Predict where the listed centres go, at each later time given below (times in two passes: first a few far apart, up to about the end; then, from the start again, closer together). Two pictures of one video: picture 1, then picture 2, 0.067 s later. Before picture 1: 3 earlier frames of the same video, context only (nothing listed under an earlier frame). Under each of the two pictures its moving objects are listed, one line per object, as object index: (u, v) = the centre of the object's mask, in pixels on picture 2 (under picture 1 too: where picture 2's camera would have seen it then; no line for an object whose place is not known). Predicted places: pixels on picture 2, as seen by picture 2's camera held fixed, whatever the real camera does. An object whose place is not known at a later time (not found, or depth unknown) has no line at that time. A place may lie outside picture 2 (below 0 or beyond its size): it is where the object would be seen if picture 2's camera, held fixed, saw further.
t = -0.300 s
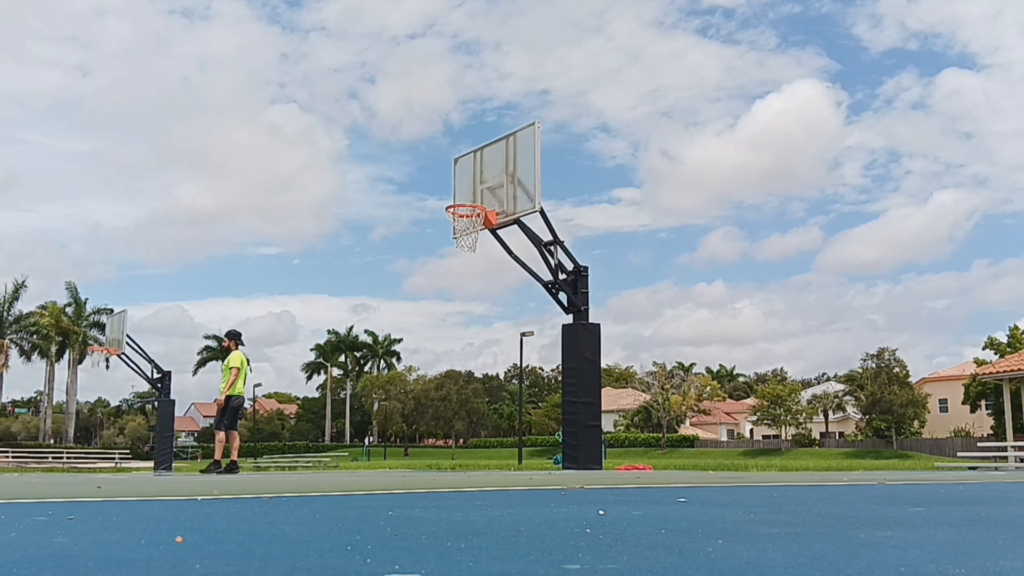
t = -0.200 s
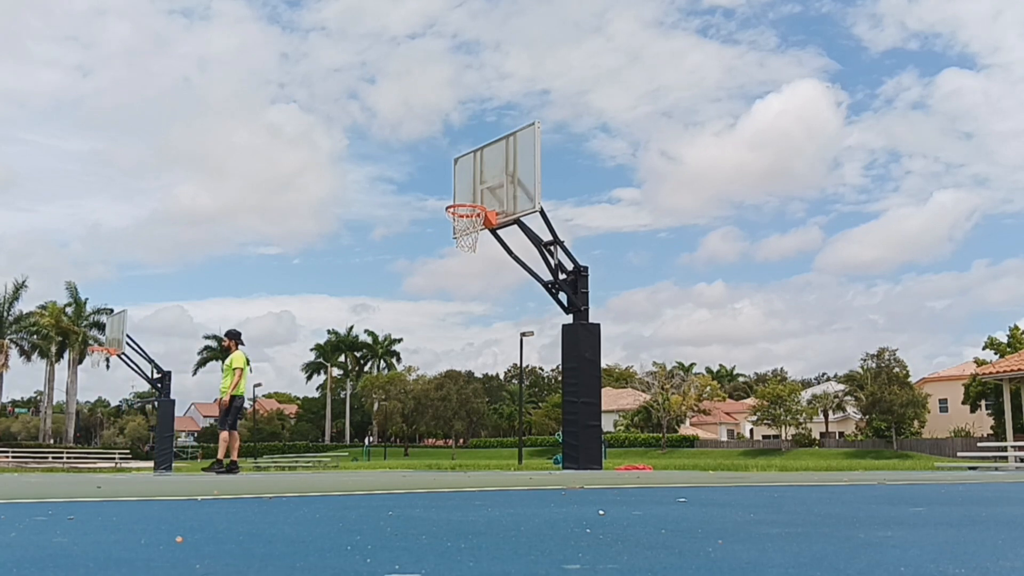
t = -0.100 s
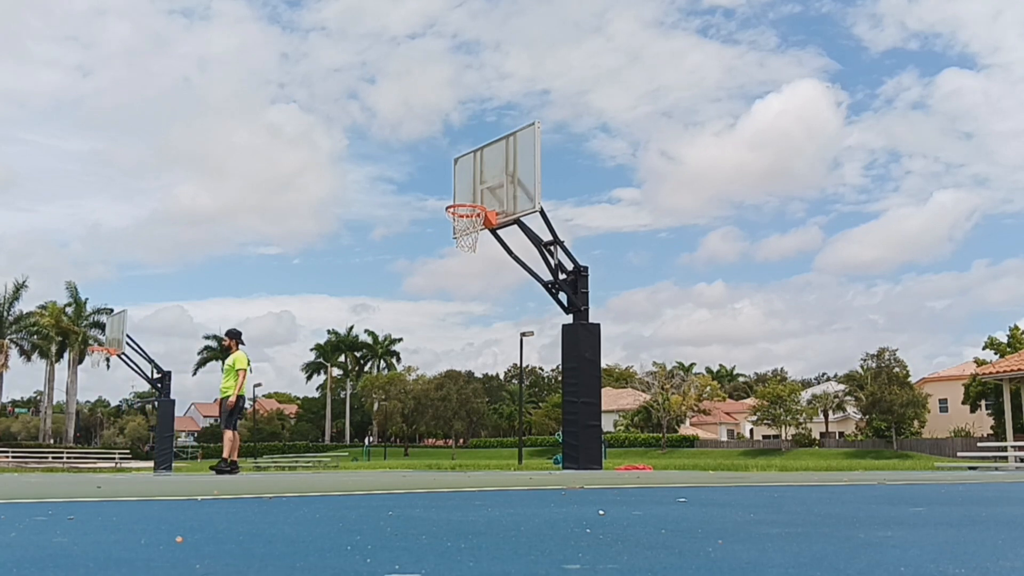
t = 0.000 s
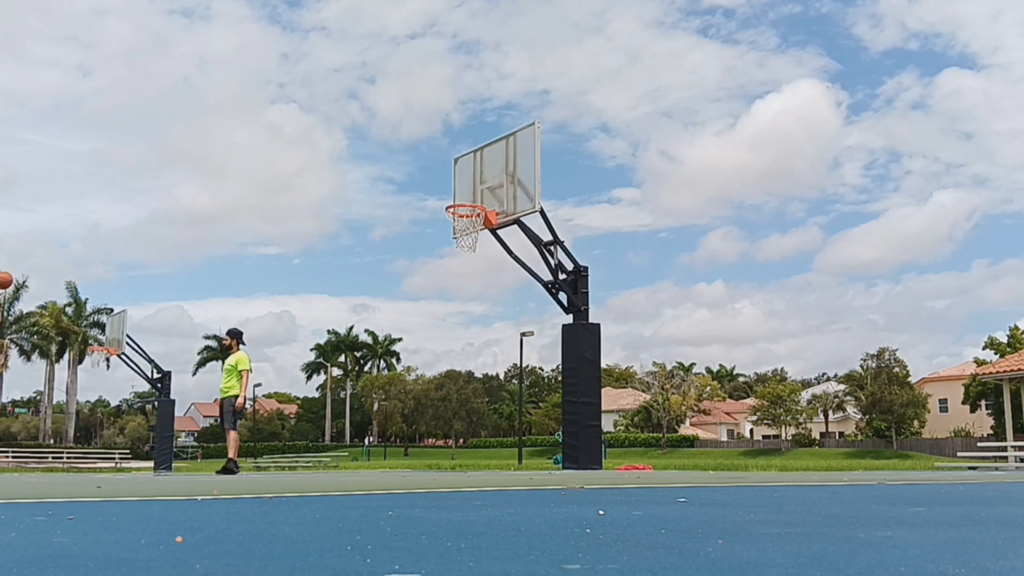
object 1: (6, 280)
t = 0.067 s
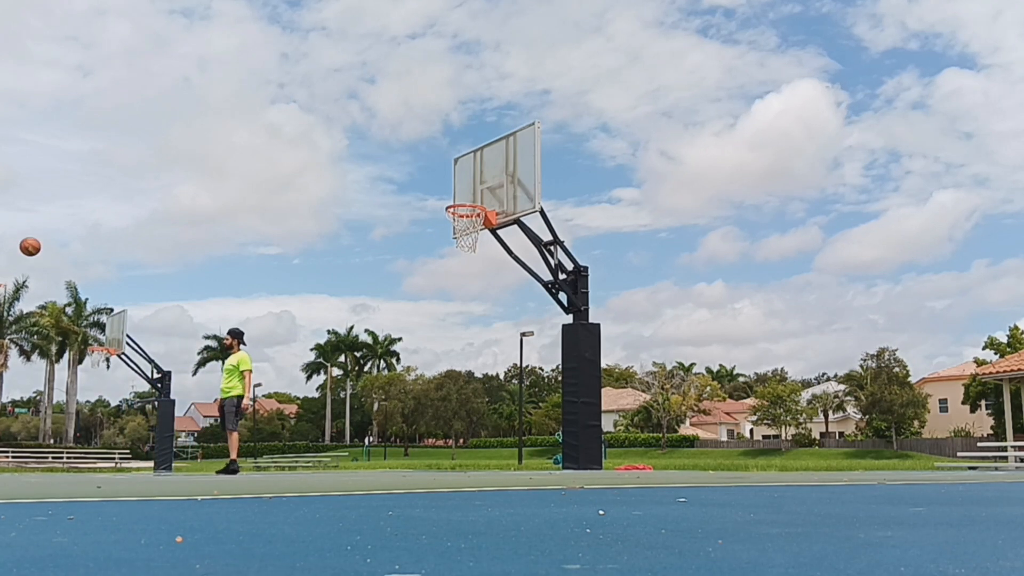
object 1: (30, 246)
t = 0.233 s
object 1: (99, 179)
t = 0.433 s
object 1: (179, 128)
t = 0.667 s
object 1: (271, 106)
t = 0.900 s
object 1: (361, 127)
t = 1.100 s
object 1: (437, 179)
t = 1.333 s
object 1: (488, 232)
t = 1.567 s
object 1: (497, 273)
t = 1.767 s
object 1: (504, 346)
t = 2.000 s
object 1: (511, 450)
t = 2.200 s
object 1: (490, 373)
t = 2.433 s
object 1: (466, 327)
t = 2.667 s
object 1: (441, 327)
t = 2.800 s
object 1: (427, 348)
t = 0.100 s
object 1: (44, 231)
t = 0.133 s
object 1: (58, 217)
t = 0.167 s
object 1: (71, 203)
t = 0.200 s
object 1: (85, 191)
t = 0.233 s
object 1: (99, 179)
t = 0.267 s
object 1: (112, 168)
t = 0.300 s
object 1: (125, 158)
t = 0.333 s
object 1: (139, 149)
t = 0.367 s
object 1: (153, 141)
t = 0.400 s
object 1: (166, 134)
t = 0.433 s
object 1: (179, 128)
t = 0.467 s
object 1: (192, 122)
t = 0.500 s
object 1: (205, 117)
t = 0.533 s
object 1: (219, 114)
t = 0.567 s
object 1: (232, 110)
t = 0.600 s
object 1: (245, 108)
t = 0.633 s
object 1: (258, 107)
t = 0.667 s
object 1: (271, 106)
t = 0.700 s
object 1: (284, 107)
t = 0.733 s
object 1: (296, 108)
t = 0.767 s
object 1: (309, 110)
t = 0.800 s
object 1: (322, 113)
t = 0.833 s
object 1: (335, 117)
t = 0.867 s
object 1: (348, 121)
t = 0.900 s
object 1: (361, 127)
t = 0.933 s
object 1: (374, 133)
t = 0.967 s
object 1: (386, 140)
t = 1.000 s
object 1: (399, 149)
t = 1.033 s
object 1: (412, 158)
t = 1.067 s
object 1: (425, 168)
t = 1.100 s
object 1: (437, 179)
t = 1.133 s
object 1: (450, 191)
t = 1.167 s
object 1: (464, 205)
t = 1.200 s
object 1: (474, 217)
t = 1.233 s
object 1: (483, 226)
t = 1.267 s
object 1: (487, 228)
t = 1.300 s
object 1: (487, 233)
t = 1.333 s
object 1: (488, 232)
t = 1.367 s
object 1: (490, 235)
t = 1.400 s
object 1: (491, 239)
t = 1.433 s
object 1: (492, 244)
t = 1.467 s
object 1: (493, 250)
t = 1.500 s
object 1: (495, 257)
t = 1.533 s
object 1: (496, 265)
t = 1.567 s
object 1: (497, 273)
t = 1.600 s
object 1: (498, 283)
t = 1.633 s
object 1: (499, 294)
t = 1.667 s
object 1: (501, 305)
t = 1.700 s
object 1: (502, 318)
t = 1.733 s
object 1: (503, 332)
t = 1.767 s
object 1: (504, 346)
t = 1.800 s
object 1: (506, 362)
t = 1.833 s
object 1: (507, 379)
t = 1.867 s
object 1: (509, 397)
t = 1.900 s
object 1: (510, 416)
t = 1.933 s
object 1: (512, 436)
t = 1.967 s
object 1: (514, 457)
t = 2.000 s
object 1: (511, 450)
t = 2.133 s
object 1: (497, 395)
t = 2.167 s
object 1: (494, 383)
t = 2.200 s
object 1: (490, 373)
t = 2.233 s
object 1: (487, 363)
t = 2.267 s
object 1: (483, 355)
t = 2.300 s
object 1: (480, 348)
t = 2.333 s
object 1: (477, 341)
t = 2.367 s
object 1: (473, 335)
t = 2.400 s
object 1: (470, 330)
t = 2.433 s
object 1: (466, 327)
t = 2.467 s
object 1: (463, 324)
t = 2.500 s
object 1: (459, 322)
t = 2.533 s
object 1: (456, 321)
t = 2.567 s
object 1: (452, 321)
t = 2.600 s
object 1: (449, 322)
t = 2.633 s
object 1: (445, 324)
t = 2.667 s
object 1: (441, 327)
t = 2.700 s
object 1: (438, 331)
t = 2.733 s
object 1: (434, 335)
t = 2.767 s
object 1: (430, 341)
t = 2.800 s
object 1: (427, 348)
